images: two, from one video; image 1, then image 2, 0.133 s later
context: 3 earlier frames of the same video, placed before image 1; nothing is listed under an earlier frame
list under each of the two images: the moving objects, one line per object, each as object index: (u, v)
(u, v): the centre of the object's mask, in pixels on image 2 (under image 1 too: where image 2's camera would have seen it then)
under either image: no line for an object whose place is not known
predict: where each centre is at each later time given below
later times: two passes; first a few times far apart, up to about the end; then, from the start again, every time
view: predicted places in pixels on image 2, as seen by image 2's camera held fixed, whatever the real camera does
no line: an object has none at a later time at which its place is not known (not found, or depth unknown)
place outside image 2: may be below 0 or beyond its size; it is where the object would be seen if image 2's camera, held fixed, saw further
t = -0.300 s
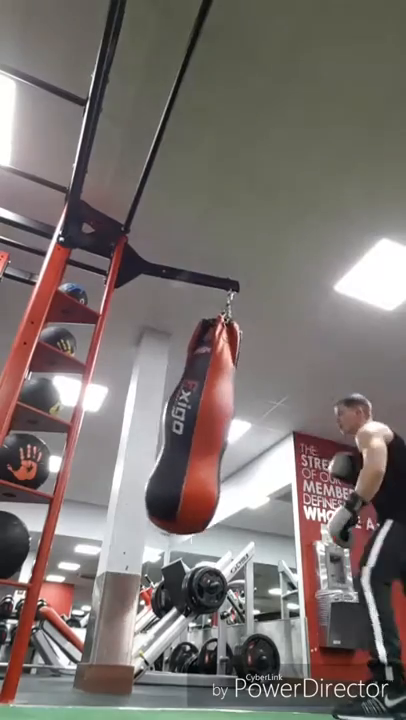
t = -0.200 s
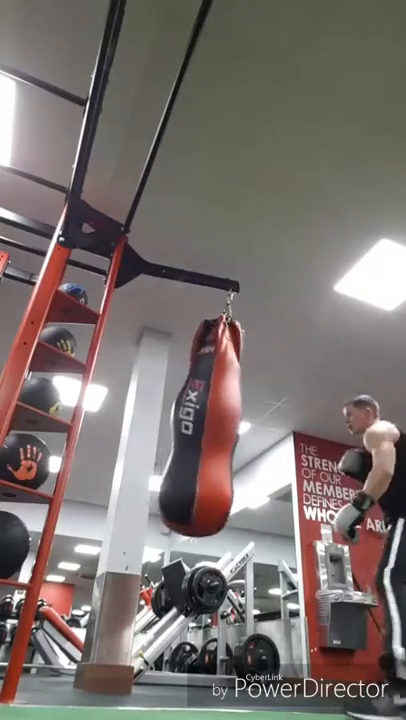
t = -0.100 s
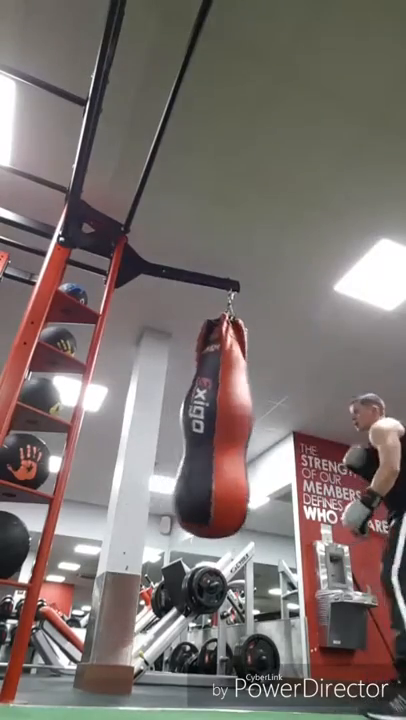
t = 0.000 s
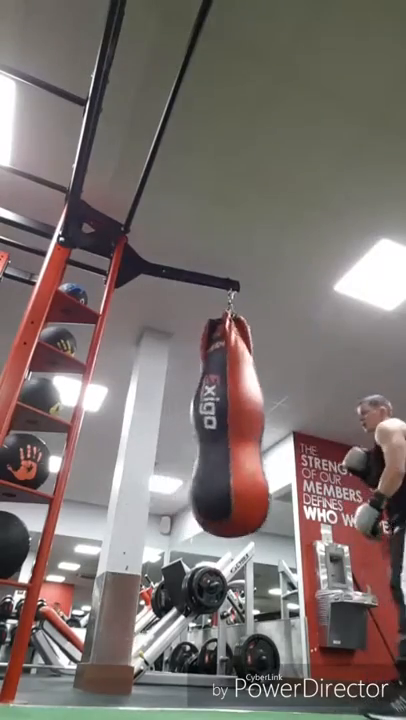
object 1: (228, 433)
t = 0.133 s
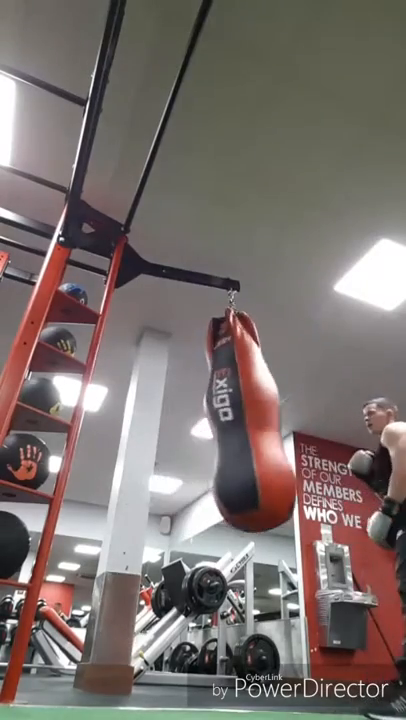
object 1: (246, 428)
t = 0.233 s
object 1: (258, 423)
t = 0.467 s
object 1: (273, 412)
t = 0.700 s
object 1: (265, 410)
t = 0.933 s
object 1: (237, 419)
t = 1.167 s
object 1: (207, 428)
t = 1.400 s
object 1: (190, 430)
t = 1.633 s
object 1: (189, 430)
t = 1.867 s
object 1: (202, 433)
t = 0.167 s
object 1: (250, 427)
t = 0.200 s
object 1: (254, 425)
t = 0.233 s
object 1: (258, 423)
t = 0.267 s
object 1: (261, 421)
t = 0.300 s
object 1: (264, 419)
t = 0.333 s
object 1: (267, 418)
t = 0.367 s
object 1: (269, 416)
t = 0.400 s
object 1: (271, 414)
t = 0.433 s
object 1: (273, 413)
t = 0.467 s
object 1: (273, 412)
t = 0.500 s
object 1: (274, 411)
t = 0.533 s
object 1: (274, 410)
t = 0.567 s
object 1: (273, 409)
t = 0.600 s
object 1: (272, 409)
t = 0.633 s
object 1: (270, 409)
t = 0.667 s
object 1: (268, 410)
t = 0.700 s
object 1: (265, 410)
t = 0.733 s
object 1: (262, 411)
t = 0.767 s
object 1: (259, 413)
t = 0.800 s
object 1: (255, 414)
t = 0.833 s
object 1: (251, 415)
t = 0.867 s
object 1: (246, 417)
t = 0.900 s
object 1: (242, 418)
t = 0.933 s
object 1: (237, 419)
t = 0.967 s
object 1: (233, 421)
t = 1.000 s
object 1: (228, 422)
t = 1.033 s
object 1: (223, 423)
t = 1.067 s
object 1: (219, 425)
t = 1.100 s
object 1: (215, 426)
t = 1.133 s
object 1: (211, 427)
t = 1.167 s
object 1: (207, 428)
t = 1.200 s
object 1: (204, 428)
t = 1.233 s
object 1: (201, 429)
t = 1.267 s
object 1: (198, 429)
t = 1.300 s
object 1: (195, 429)
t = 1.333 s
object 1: (193, 430)
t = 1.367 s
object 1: (192, 430)
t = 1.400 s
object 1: (190, 430)
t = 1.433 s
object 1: (189, 430)
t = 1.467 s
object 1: (188, 430)
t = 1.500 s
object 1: (188, 430)
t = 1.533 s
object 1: (188, 430)
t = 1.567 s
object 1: (188, 430)
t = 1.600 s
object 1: (189, 430)
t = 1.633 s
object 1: (189, 430)
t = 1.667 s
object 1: (190, 431)
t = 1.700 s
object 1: (192, 431)
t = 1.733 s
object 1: (193, 431)
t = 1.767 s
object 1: (195, 432)
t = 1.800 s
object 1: (197, 432)
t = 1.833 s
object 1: (199, 433)
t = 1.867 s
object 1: (202, 433)
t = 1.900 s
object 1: (205, 433)
